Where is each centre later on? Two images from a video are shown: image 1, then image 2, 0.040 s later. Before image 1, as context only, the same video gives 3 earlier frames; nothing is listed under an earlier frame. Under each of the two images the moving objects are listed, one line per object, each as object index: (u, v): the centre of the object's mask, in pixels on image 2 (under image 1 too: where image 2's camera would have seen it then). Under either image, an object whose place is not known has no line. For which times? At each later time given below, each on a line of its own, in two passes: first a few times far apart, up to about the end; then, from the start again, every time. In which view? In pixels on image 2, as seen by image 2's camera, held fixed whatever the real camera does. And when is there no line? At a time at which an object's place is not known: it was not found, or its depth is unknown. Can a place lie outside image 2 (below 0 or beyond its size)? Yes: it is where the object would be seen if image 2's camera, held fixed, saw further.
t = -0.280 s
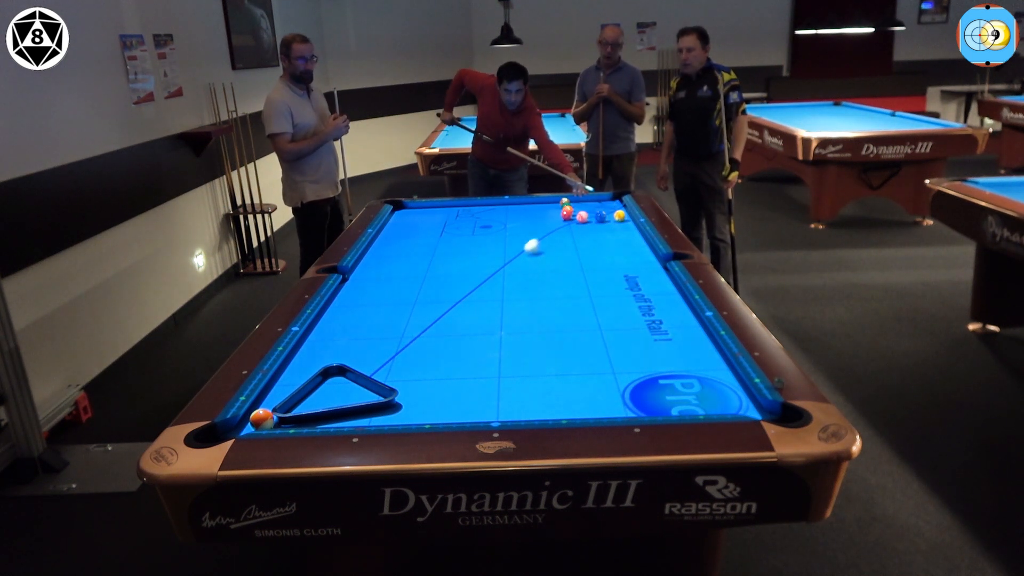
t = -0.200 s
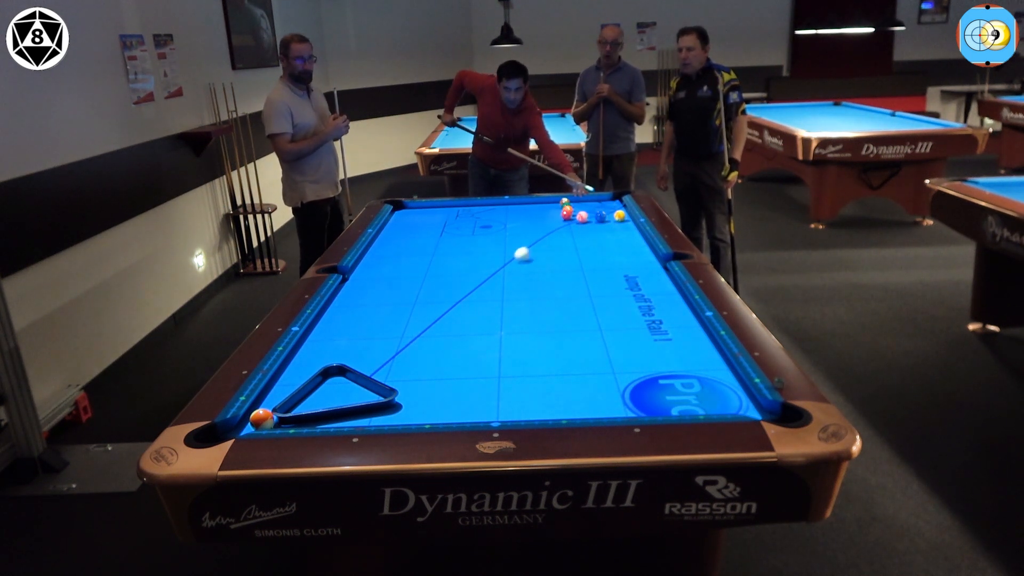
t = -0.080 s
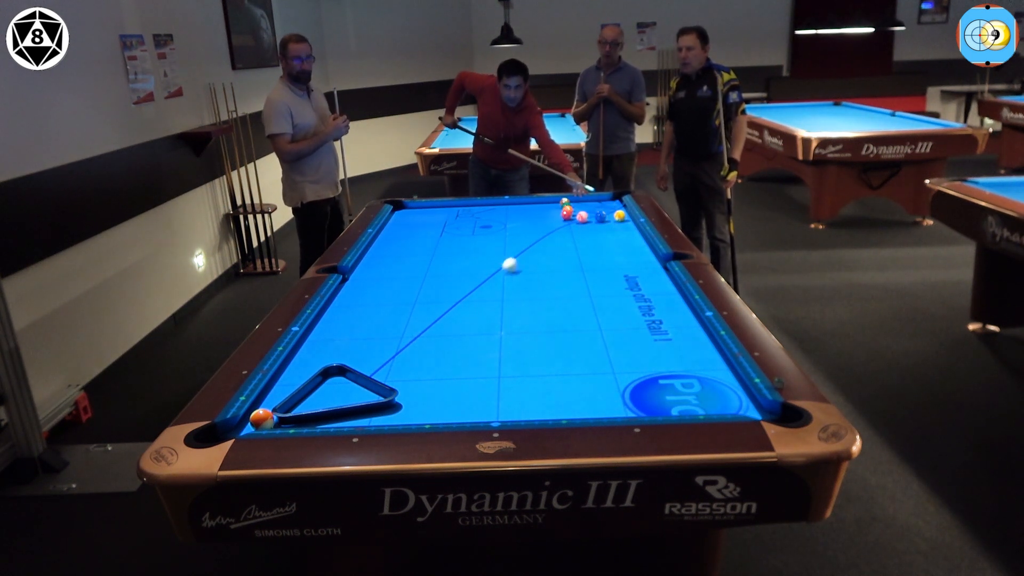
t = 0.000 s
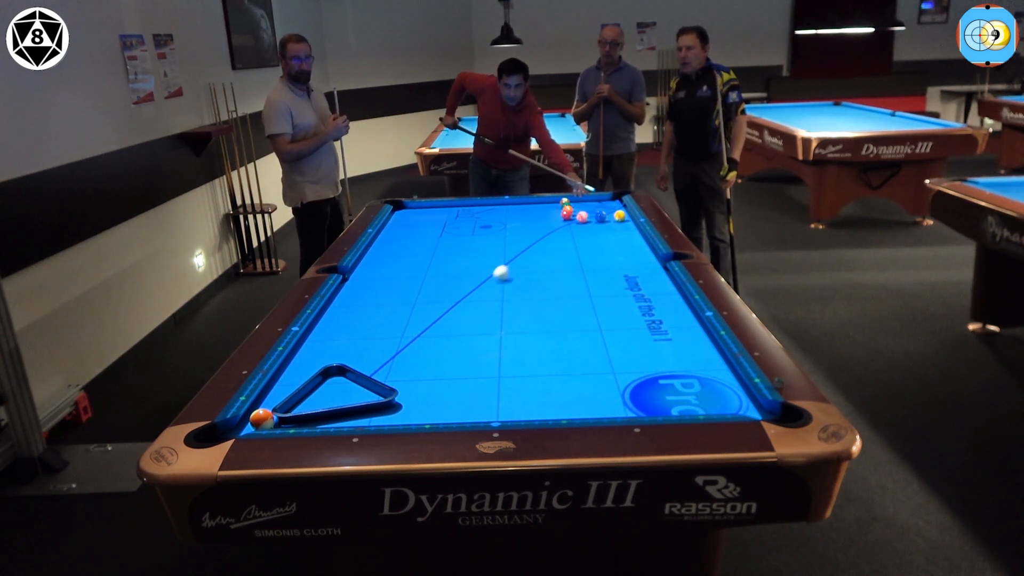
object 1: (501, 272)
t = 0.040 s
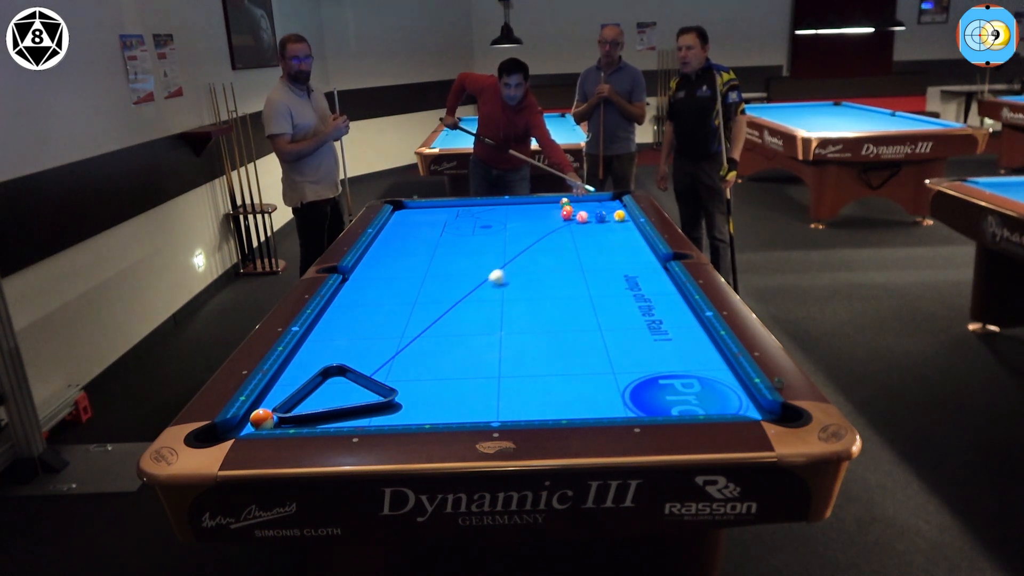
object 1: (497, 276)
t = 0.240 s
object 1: (472, 299)
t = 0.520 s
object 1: (430, 338)
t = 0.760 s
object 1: (387, 378)
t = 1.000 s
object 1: (389, 403)
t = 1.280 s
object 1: (385, 415)
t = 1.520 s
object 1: (373, 404)
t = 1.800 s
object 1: (371, 391)
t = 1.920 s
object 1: (371, 387)
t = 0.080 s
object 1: (492, 281)
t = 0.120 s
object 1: (487, 285)
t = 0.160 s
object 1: (482, 290)
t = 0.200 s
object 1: (478, 294)
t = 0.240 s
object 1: (472, 299)
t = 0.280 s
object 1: (467, 304)
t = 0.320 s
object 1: (461, 309)
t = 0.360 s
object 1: (455, 314)
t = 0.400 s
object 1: (450, 320)
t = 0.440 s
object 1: (443, 326)
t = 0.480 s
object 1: (437, 331)
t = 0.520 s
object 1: (430, 338)
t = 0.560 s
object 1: (424, 344)
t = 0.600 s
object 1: (416, 350)
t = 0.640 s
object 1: (409, 357)
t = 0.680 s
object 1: (401, 364)
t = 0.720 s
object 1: (393, 372)
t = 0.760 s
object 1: (387, 378)
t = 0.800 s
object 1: (388, 383)
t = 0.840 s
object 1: (389, 386)
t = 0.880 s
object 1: (389, 391)
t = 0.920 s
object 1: (389, 395)
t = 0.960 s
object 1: (389, 399)
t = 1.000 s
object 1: (389, 403)
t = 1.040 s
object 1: (389, 408)
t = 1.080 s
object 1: (390, 412)
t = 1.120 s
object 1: (390, 415)
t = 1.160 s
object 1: (390, 418)
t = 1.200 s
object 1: (389, 417)
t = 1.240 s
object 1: (386, 416)
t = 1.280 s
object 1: (385, 415)
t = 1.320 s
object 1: (383, 414)
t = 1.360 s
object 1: (381, 412)
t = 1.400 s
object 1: (379, 410)
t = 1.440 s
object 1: (377, 408)
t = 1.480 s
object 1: (376, 406)
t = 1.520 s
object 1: (373, 404)
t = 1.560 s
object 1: (372, 403)
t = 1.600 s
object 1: (371, 400)
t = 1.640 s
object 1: (371, 399)
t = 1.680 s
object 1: (371, 397)
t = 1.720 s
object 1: (371, 395)
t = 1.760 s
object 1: (371, 393)
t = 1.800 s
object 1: (371, 391)
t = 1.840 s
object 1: (371, 390)
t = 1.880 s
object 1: (371, 388)
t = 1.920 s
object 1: (371, 387)
